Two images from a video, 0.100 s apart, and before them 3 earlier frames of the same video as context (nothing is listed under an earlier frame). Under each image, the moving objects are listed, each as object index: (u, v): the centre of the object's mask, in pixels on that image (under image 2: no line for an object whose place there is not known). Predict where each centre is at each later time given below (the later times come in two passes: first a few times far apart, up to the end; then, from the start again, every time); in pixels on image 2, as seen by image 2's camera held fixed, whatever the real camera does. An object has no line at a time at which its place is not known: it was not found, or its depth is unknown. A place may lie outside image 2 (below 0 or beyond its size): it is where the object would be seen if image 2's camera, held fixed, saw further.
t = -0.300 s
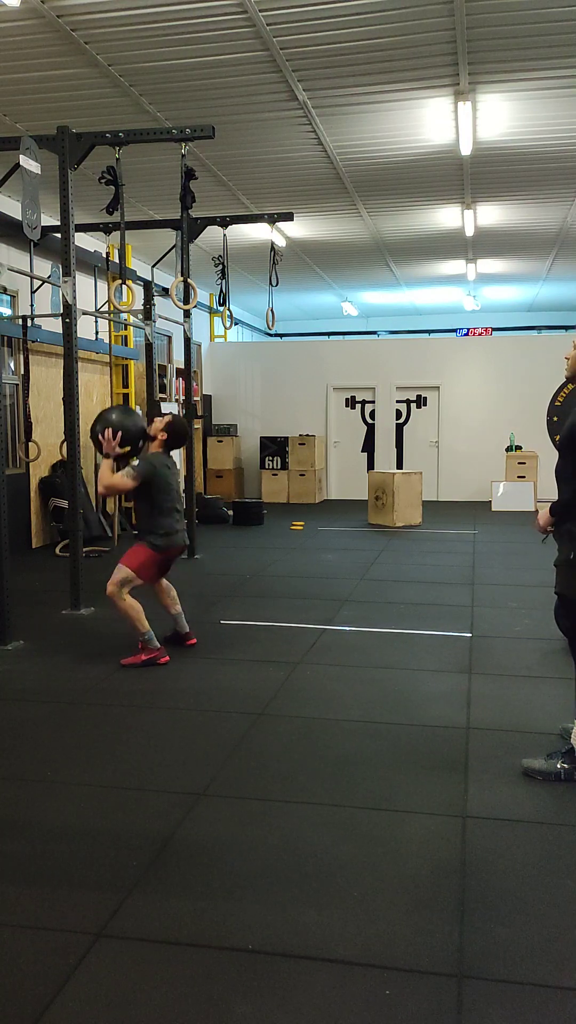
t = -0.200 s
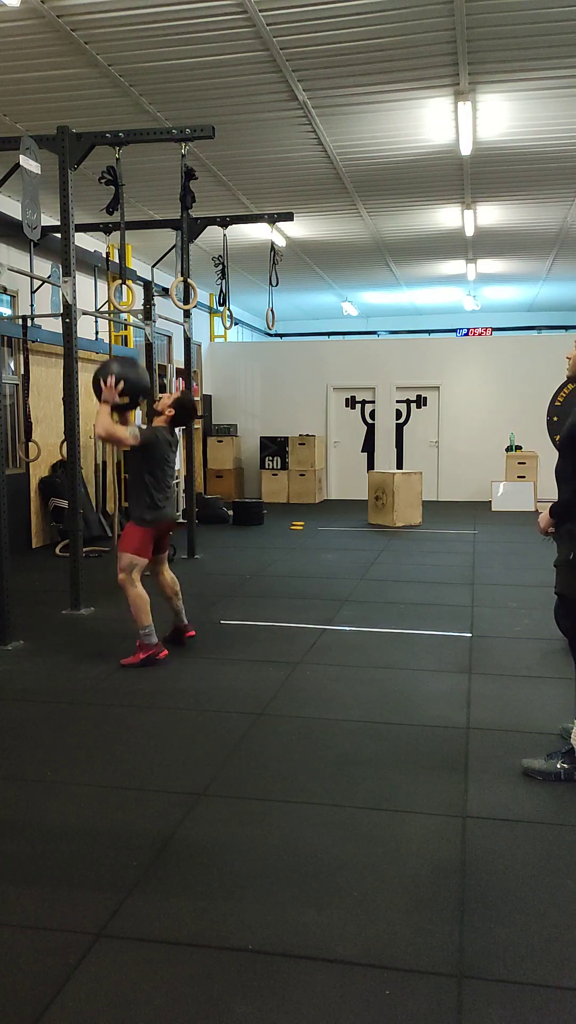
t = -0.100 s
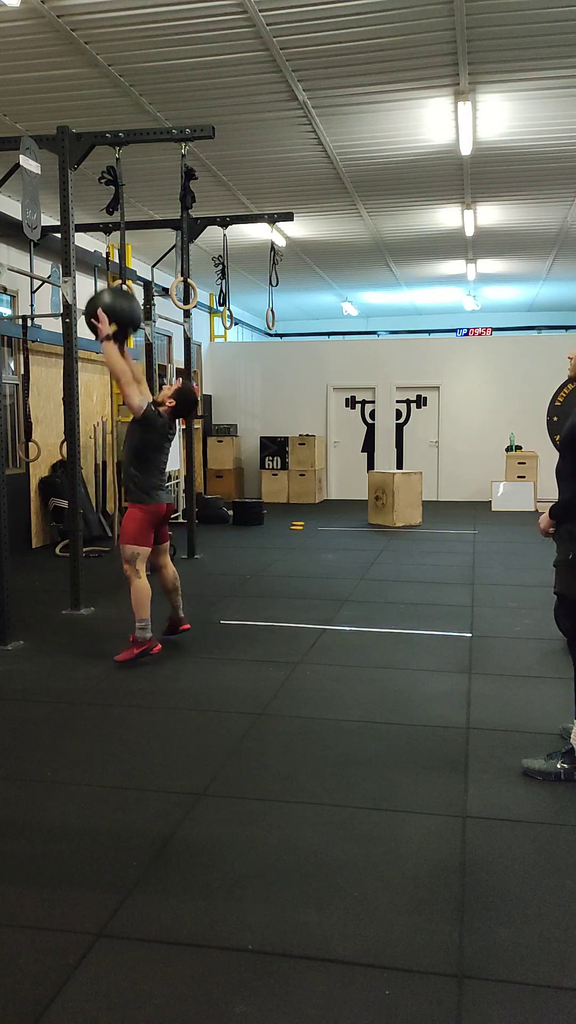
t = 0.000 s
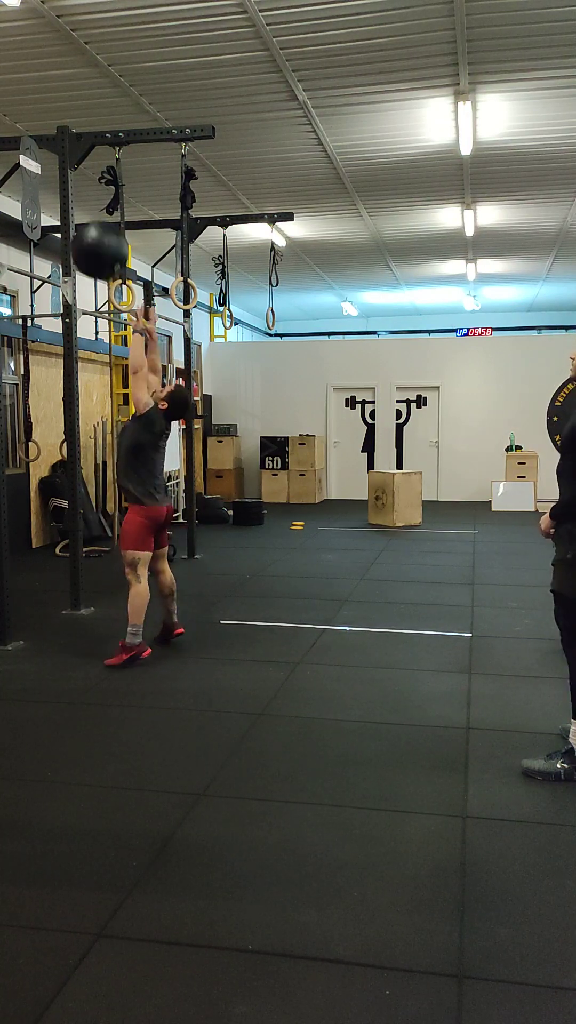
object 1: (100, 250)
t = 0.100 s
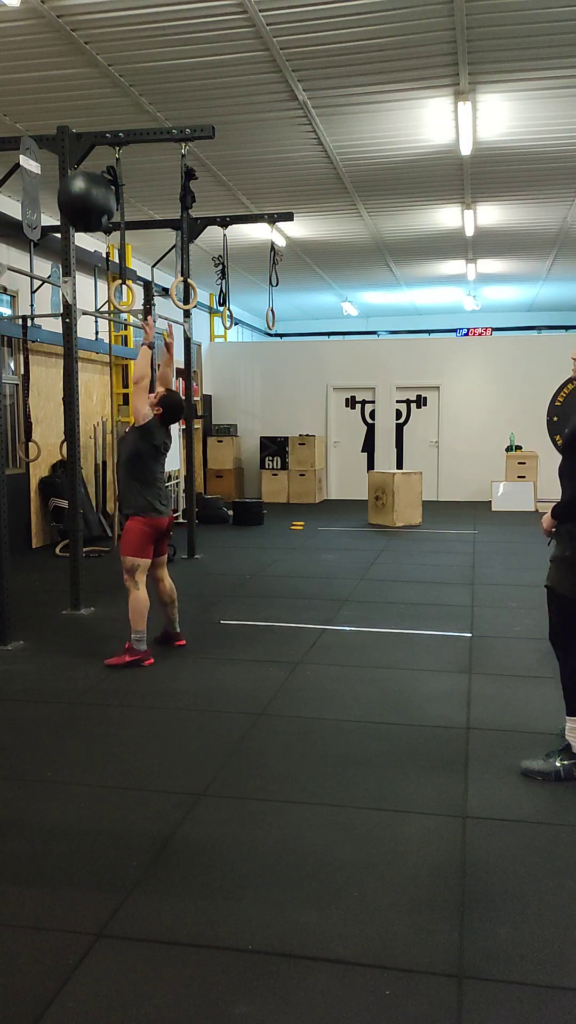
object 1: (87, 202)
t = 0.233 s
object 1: (69, 163)
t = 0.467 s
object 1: (63, 162)
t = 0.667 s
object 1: (81, 228)
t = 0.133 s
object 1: (82, 189)
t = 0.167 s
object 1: (78, 179)
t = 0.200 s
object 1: (74, 170)
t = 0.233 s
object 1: (69, 163)
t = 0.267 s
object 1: (65, 157)
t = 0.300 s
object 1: (62, 155)
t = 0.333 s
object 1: (58, 153)
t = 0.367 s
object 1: (58, 153)
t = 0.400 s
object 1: (58, 155)
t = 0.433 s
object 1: (59, 158)
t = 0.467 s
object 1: (63, 162)
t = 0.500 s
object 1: (66, 168)
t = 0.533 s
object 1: (68, 178)
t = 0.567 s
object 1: (72, 187)
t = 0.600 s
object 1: (74, 198)
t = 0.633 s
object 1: (78, 212)
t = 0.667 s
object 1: (81, 228)
